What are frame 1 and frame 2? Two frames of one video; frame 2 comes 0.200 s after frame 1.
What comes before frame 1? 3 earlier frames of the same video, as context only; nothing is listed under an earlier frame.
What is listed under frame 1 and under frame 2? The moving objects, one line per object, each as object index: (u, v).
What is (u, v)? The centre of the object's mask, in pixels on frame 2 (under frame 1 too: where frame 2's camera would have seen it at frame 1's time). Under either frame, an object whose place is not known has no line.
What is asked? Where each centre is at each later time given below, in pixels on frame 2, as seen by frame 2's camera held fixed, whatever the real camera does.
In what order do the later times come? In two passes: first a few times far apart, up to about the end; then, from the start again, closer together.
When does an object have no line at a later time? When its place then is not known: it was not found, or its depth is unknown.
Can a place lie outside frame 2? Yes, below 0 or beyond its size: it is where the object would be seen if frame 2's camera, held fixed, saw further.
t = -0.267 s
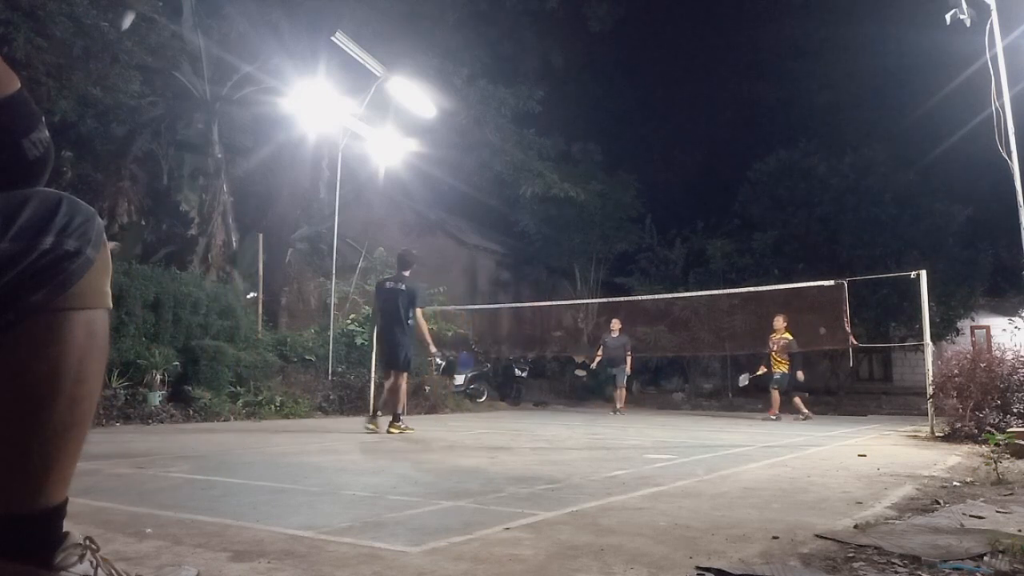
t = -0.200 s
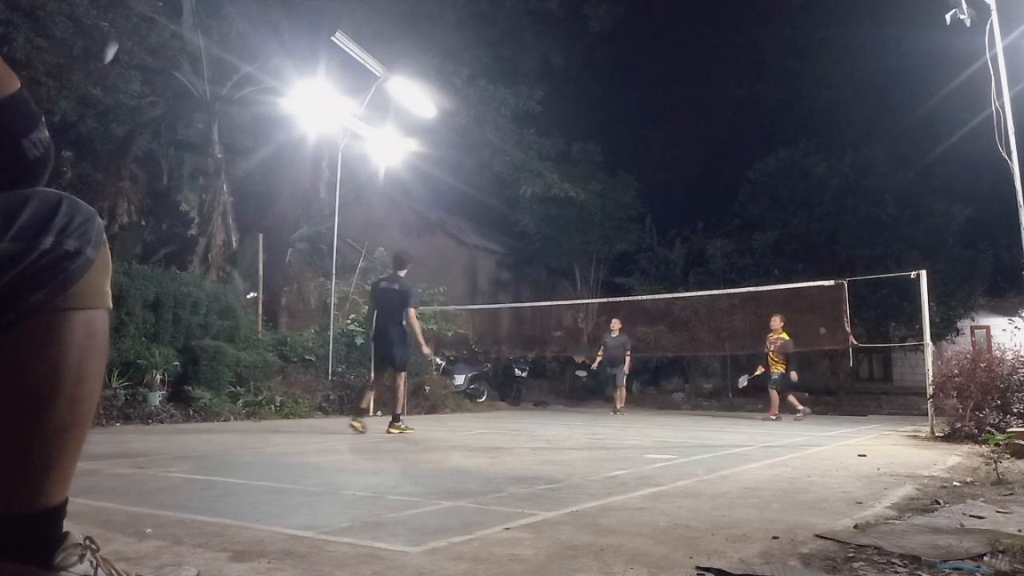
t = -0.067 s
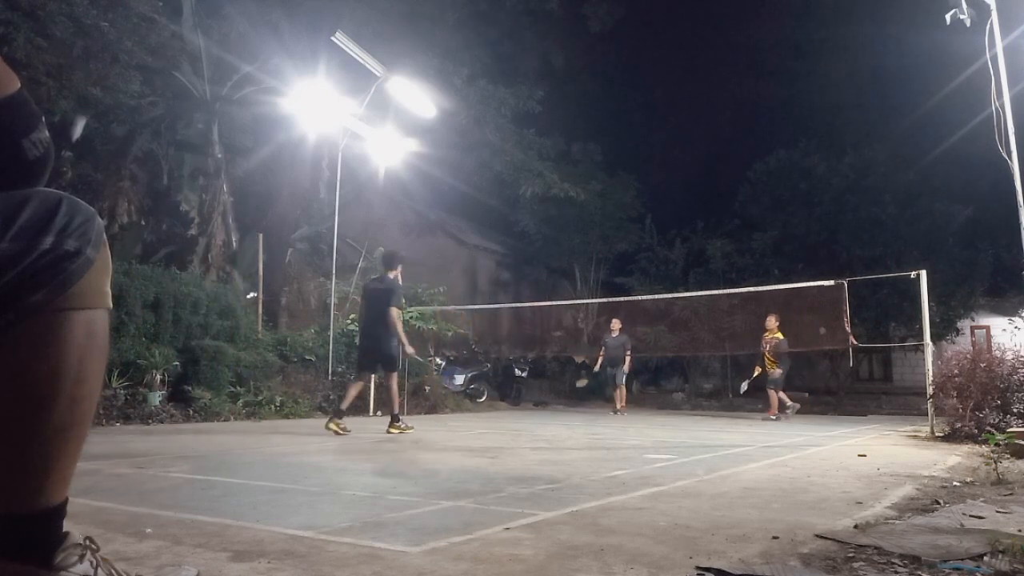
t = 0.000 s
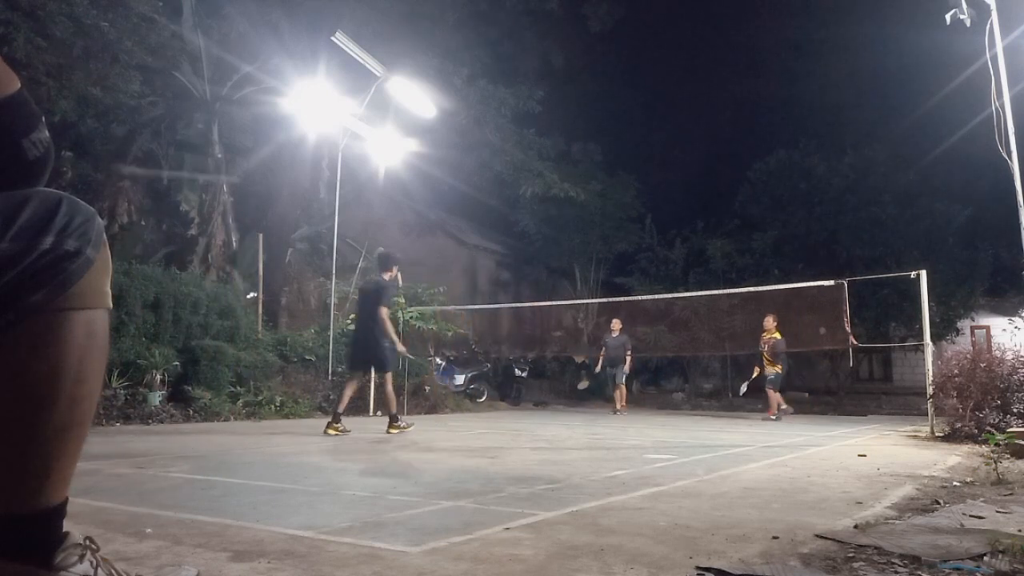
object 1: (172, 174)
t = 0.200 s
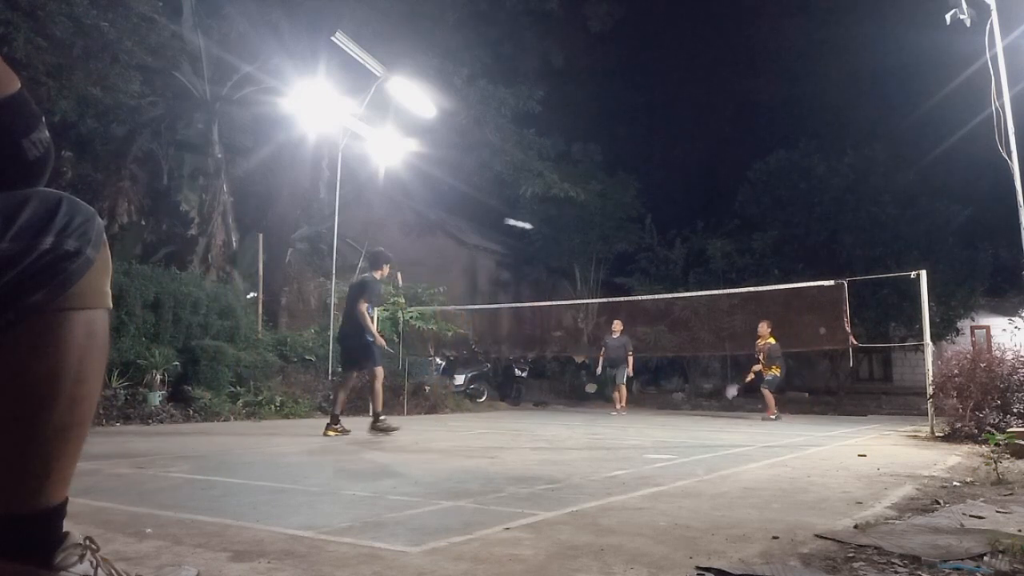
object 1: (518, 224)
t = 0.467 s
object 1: (650, 277)
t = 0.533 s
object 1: (670, 291)
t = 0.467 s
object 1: (650, 277)
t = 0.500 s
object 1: (661, 285)
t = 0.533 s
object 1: (670, 291)
